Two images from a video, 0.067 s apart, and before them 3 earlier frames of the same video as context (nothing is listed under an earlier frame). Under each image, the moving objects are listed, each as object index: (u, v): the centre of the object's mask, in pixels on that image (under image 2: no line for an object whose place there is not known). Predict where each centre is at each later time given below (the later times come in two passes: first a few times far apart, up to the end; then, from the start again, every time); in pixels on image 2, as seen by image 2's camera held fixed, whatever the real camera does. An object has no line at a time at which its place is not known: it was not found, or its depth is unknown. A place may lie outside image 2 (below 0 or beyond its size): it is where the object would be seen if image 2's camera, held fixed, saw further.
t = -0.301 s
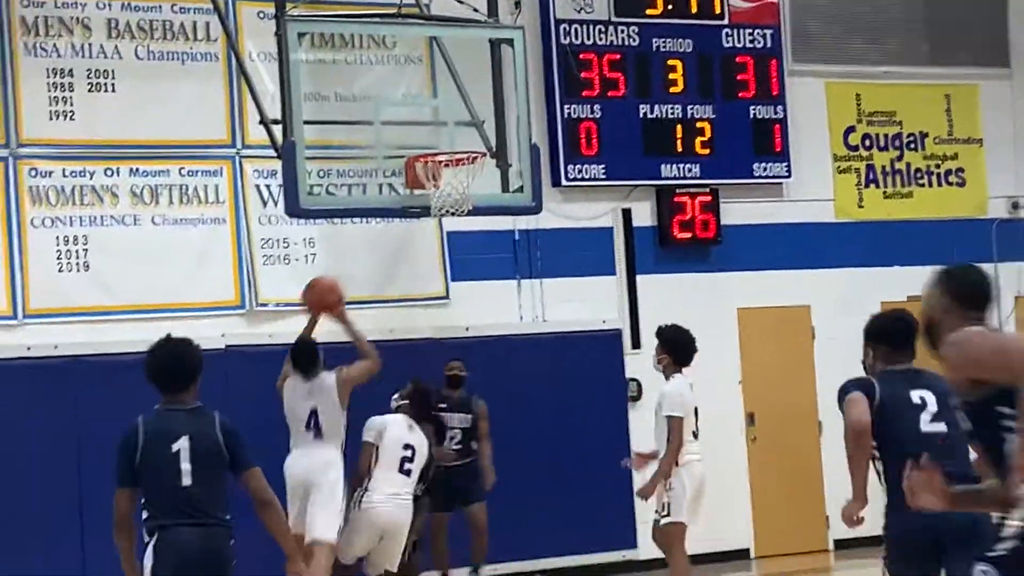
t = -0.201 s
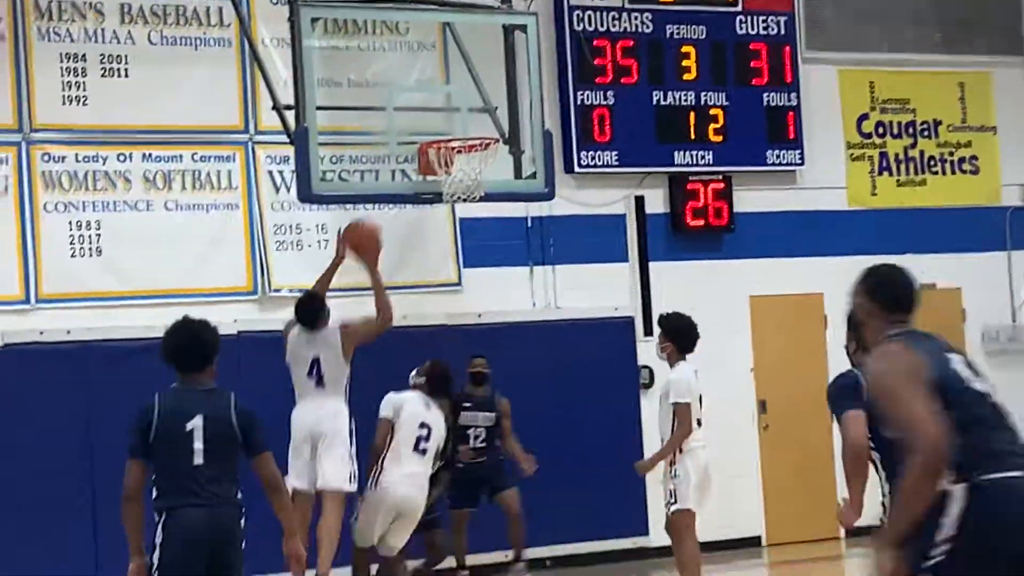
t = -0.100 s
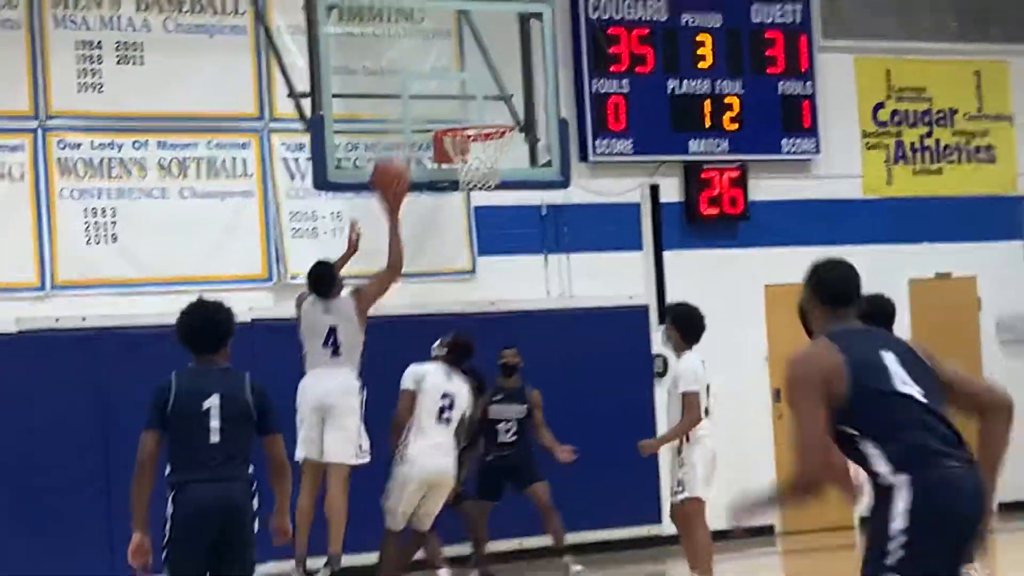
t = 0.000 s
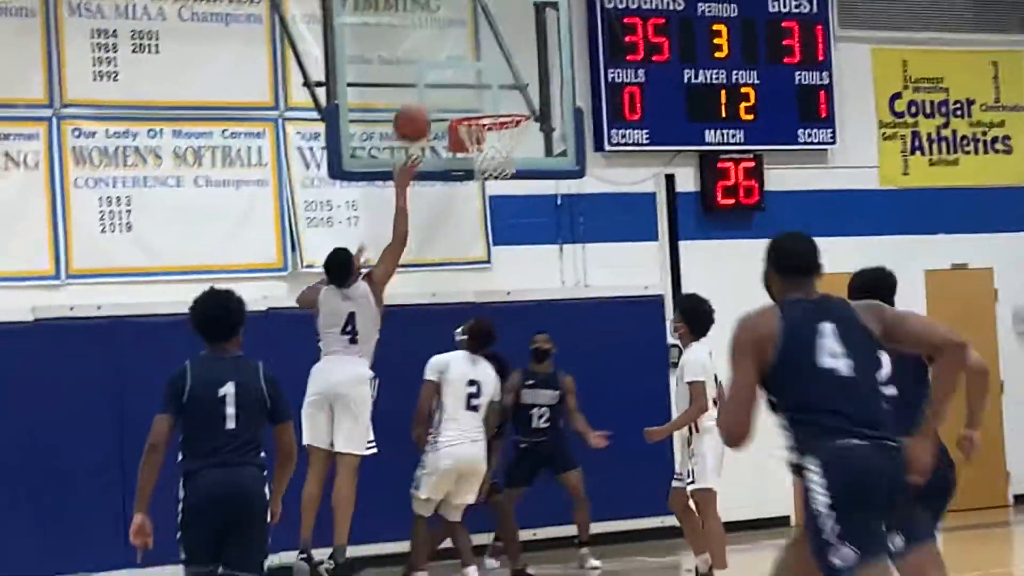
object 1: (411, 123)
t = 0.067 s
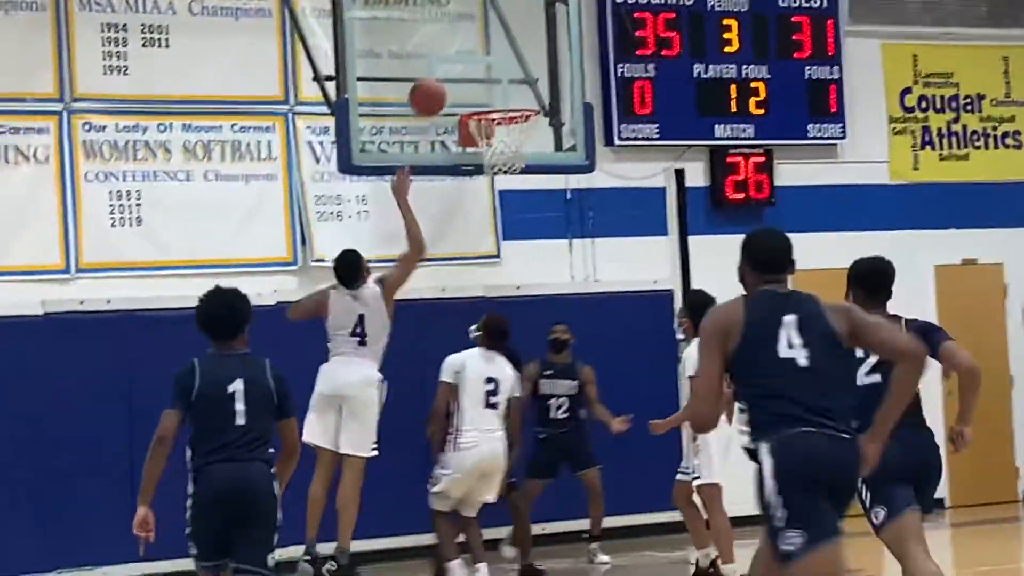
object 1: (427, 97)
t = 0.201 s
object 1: (438, 78)
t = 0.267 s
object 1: (444, 78)
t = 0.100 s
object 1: (430, 90)
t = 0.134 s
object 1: (433, 85)
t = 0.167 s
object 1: (436, 80)
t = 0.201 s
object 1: (438, 78)
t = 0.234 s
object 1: (441, 77)
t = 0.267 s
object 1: (444, 78)
